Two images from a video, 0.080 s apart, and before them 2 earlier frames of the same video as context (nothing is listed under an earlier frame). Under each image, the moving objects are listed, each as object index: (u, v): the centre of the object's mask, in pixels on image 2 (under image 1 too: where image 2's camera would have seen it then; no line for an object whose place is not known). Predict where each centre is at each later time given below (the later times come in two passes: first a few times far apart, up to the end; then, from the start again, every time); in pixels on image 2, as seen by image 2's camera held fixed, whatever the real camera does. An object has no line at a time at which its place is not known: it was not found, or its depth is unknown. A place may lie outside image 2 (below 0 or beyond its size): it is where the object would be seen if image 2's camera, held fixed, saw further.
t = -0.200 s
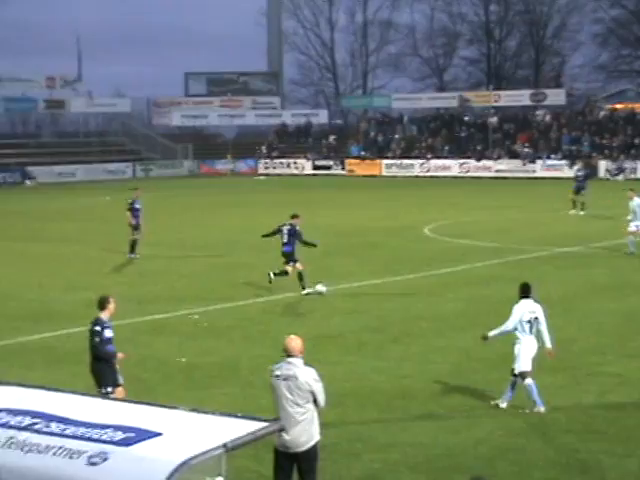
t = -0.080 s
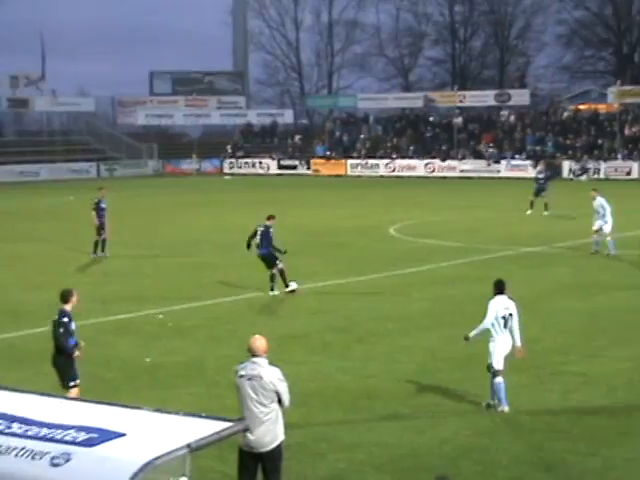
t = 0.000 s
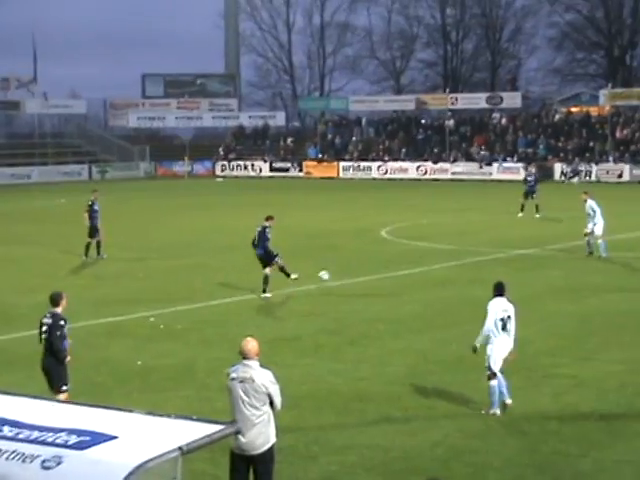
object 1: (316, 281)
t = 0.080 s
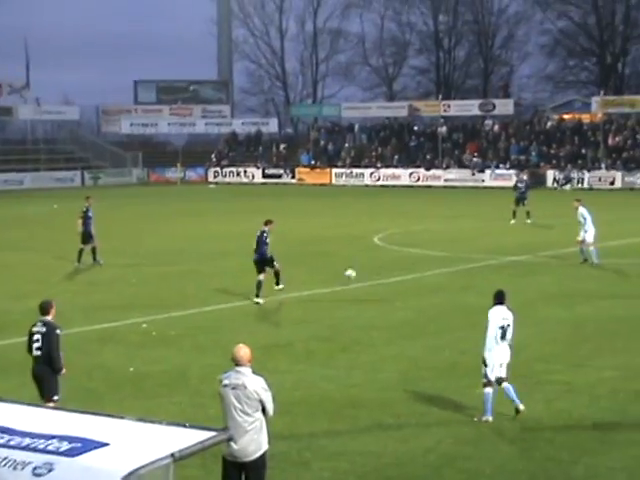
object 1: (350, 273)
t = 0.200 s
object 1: (393, 269)
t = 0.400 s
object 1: (444, 247)
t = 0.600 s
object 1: (485, 244)
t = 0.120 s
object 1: (365, 270)
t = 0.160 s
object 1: (380, 269)
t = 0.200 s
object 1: (393, 269)
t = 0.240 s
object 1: (405, 266)
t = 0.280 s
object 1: (415, 260)
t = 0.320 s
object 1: (426, 254)
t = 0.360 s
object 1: (435, 250)
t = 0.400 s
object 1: (444, 247)
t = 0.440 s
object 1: (453, 244)
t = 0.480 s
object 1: (461, 243)
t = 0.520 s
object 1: (470, 243)
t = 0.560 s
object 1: (477, 243)
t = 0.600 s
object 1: (485, 244)
